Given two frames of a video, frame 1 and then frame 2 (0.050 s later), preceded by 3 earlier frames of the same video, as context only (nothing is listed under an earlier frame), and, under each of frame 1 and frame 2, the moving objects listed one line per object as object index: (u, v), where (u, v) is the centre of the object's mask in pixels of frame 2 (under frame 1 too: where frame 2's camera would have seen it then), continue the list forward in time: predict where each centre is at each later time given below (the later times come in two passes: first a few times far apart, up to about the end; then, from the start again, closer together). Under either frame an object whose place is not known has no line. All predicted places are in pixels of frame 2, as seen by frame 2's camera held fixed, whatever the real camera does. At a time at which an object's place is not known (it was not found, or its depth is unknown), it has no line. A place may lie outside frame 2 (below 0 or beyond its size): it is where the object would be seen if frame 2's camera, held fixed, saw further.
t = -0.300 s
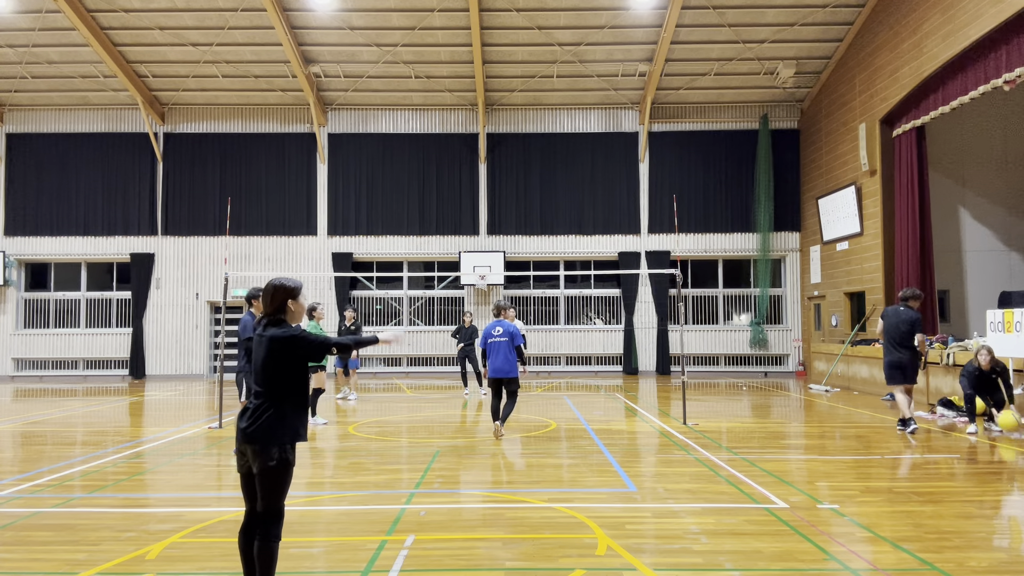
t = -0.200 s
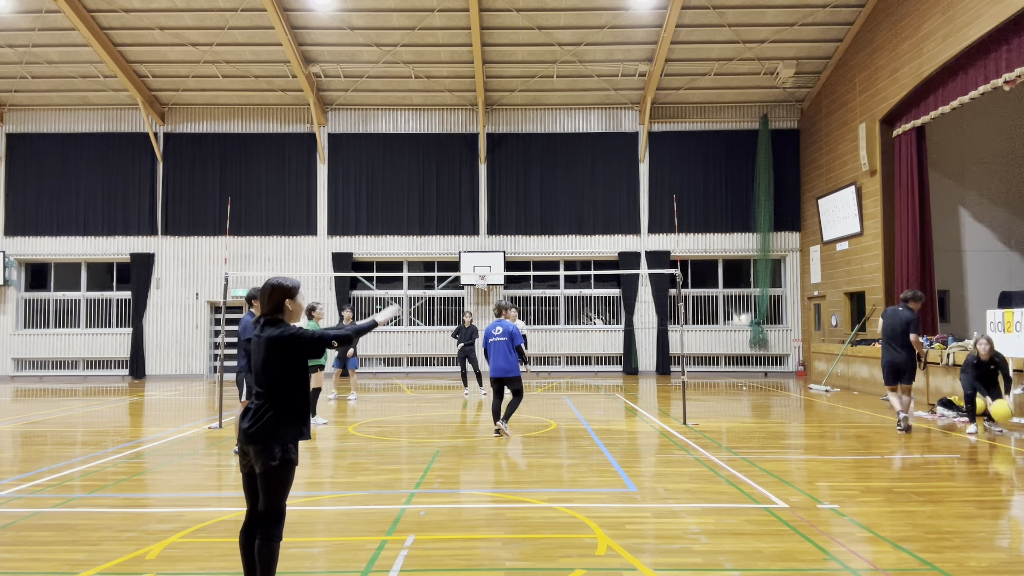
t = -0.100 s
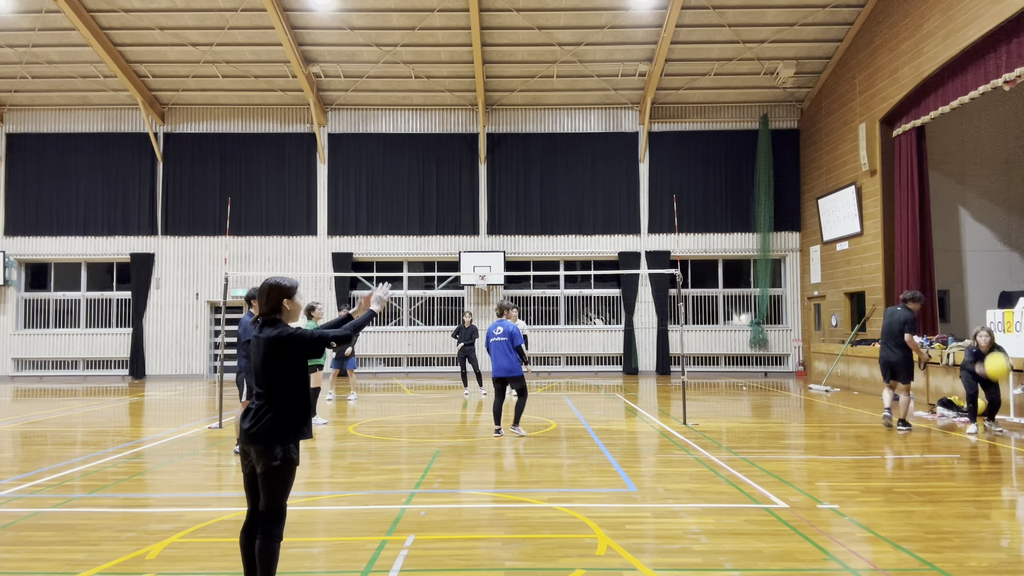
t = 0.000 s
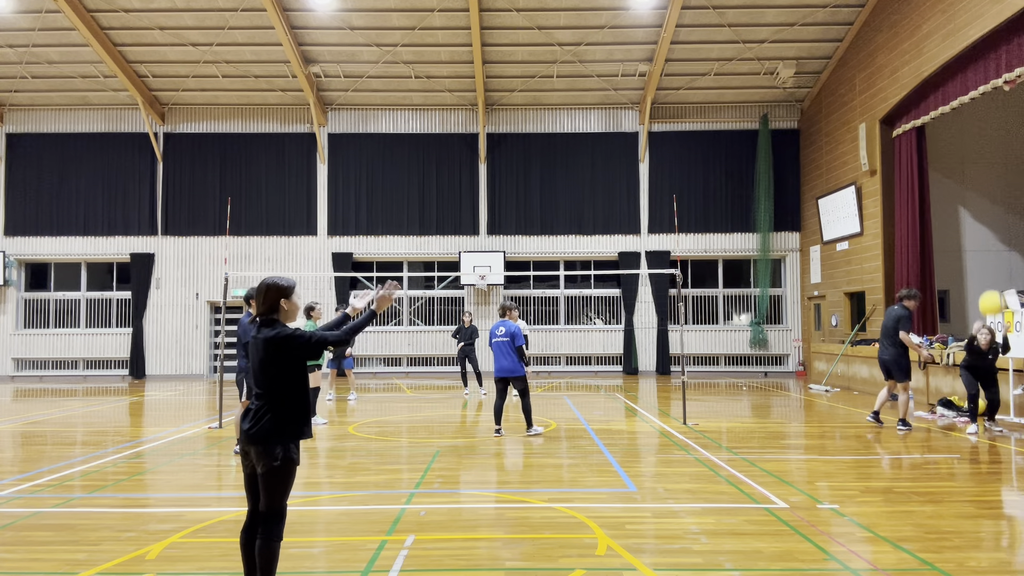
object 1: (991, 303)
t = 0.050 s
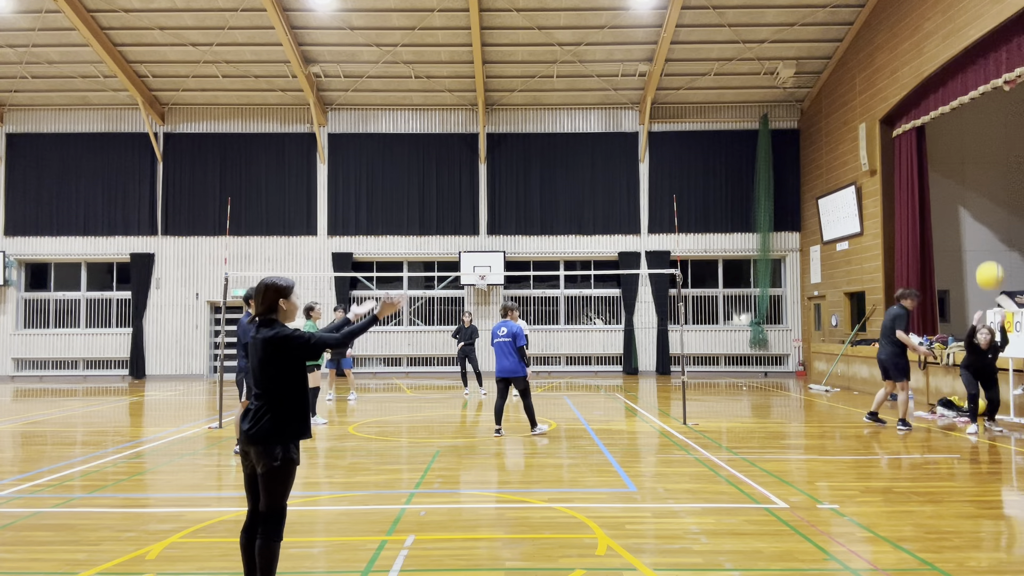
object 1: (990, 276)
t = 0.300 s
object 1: (979, 156)
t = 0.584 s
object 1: (970, 83)
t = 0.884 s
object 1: (959, 102)
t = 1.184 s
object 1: (949, 265)
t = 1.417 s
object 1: (942, 532)
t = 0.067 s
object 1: (989, 266)
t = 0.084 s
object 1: (988, 257)
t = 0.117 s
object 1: (987, 240)
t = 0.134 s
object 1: (986, 231)
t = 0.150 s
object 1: (985, 222)
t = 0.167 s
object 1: (985, 214)
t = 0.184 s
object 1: (984, 206)
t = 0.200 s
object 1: (983, 198)
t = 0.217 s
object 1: (982, 191)
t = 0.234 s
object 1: (982, 183)
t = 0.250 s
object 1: (981, 176)
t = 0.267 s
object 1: (980, 169)
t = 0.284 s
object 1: (980, 162)
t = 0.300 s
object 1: (979, 156)
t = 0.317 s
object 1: (979, 150)
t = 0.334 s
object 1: (978, 144)
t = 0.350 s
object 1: (978, 138)
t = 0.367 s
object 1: (977, 132)
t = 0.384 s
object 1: (977, 127)
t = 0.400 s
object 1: (976, 122)
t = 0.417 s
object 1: (976, 117)
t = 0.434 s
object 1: (975, 113)
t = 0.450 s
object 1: (974, 108)
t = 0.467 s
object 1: (974, 104)
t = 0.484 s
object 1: (973, 100)
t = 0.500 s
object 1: (973, 97)
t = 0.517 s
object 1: (972, 93)
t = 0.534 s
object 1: (972, 90)
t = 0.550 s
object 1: (971, 88)
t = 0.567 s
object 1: (971, 85)
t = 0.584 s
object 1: (970, 83)
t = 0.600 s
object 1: (970, 81)
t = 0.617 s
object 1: (969, 80)
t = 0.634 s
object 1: (968, 78)
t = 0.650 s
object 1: (968, 78)
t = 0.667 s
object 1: (967, 77)
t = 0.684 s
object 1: (967, 77)
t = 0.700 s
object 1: (966, 77)
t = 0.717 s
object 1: (966, 77)
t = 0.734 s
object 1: (965, 78)
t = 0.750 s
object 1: (964, 79)
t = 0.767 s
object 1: (964, 81)
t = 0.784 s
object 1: (963, 83)
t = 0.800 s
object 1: (962, 85)
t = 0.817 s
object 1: (962, 87)
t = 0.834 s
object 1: (961, 91)
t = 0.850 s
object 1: (961, 94)
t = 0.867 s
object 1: (960, 98)
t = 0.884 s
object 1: (959, 102)
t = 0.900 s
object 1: (959, 107)
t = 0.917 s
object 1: (958, 112)
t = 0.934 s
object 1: (957, 118)
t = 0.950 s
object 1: (957, 124)
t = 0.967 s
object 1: (956, 131)
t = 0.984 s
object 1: (956, 138)
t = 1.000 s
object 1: (955, 145)
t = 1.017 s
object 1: (955, 153)
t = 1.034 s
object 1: (954, 162)
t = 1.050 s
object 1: (954, 171)
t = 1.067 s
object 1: (953, 181)
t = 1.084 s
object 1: (953, 191)
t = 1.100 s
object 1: (952, 202)
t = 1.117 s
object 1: (951, 213)
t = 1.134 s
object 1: (951, 225)
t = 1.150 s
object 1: (950, 238)
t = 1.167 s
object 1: (950, 251)
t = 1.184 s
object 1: (949, 265)
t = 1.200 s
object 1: (949, 280)
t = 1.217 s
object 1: (948, 294)
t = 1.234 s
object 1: (948, 310)
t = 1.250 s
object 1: (948, 325)
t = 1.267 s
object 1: (947, 342)
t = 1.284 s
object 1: (947, 361)
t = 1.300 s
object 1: (946, 379)
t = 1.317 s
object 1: (946, 396)
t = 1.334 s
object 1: (943, 420)
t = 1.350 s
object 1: (943, 439)
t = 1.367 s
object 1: (942, 460)
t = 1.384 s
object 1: (943, 484)
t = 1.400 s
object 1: (941, 507)
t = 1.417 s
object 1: (942, 532)
